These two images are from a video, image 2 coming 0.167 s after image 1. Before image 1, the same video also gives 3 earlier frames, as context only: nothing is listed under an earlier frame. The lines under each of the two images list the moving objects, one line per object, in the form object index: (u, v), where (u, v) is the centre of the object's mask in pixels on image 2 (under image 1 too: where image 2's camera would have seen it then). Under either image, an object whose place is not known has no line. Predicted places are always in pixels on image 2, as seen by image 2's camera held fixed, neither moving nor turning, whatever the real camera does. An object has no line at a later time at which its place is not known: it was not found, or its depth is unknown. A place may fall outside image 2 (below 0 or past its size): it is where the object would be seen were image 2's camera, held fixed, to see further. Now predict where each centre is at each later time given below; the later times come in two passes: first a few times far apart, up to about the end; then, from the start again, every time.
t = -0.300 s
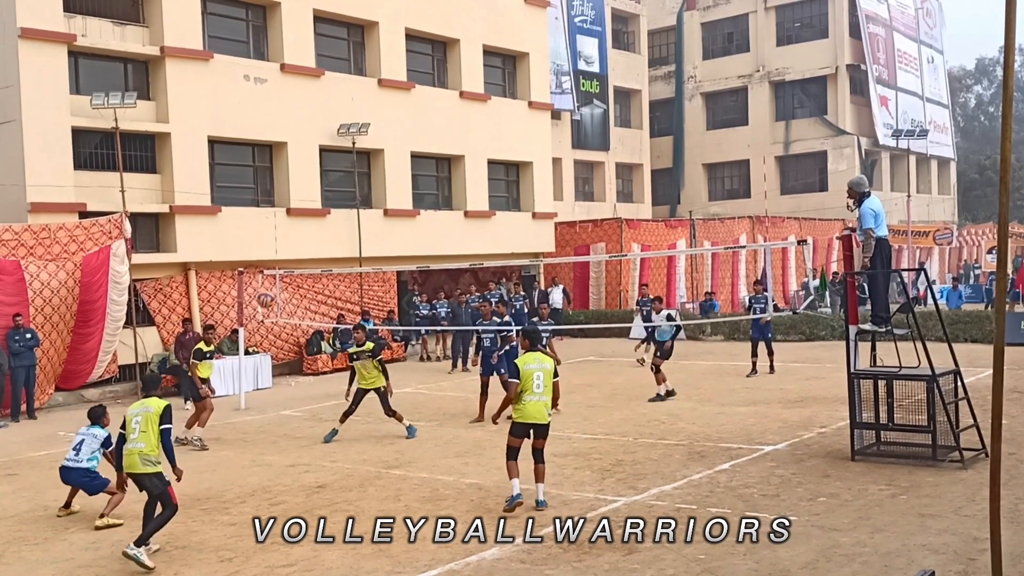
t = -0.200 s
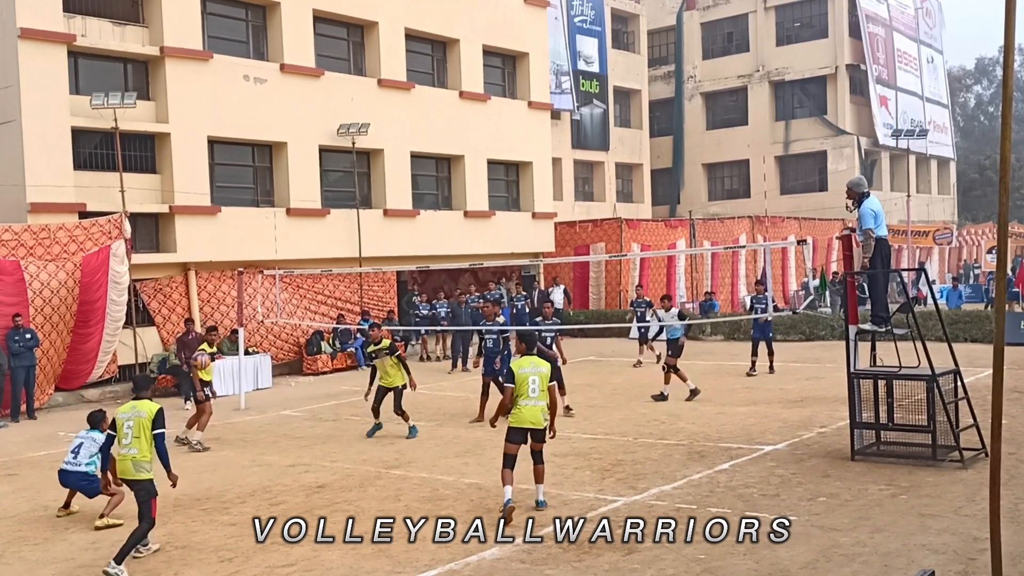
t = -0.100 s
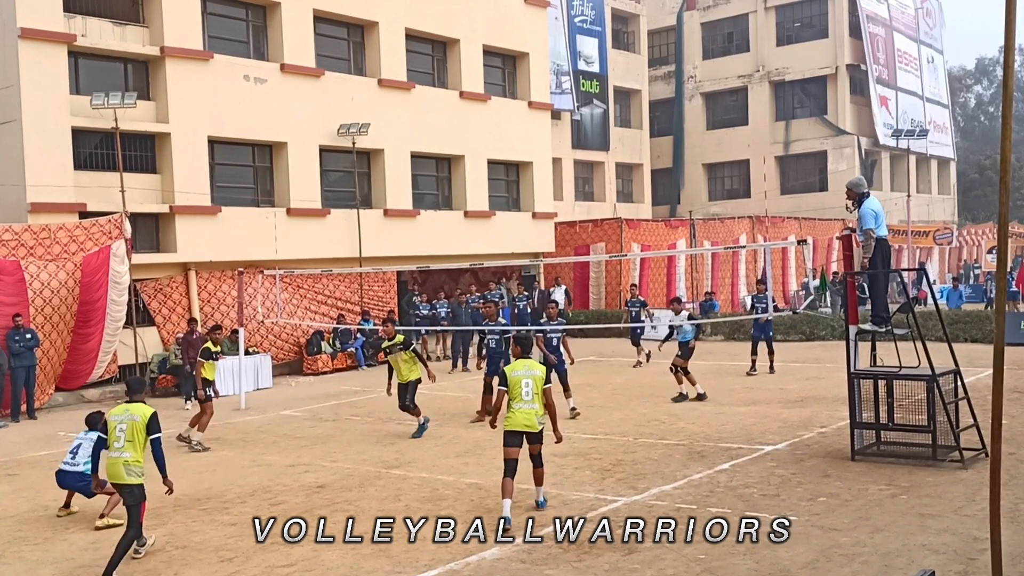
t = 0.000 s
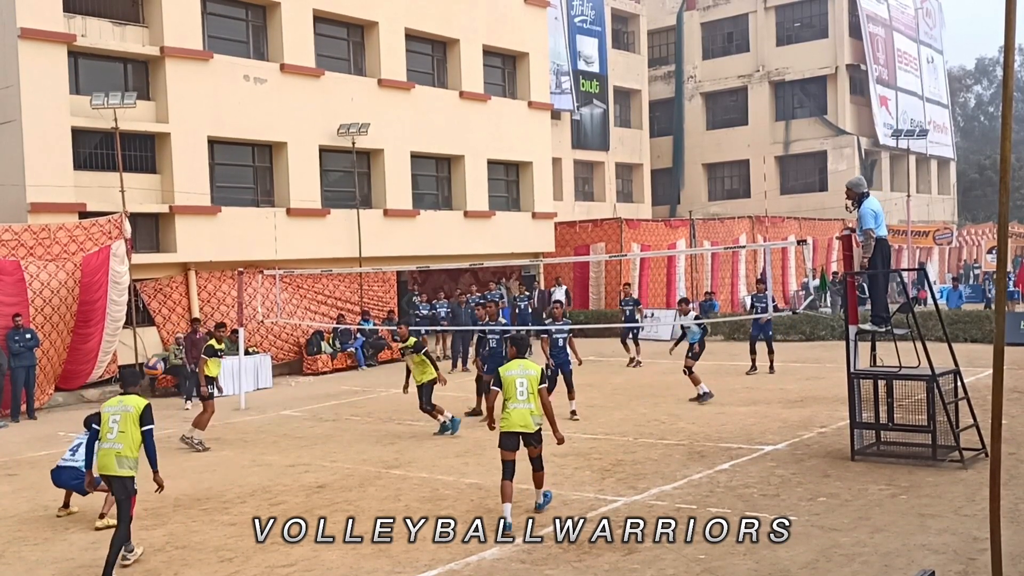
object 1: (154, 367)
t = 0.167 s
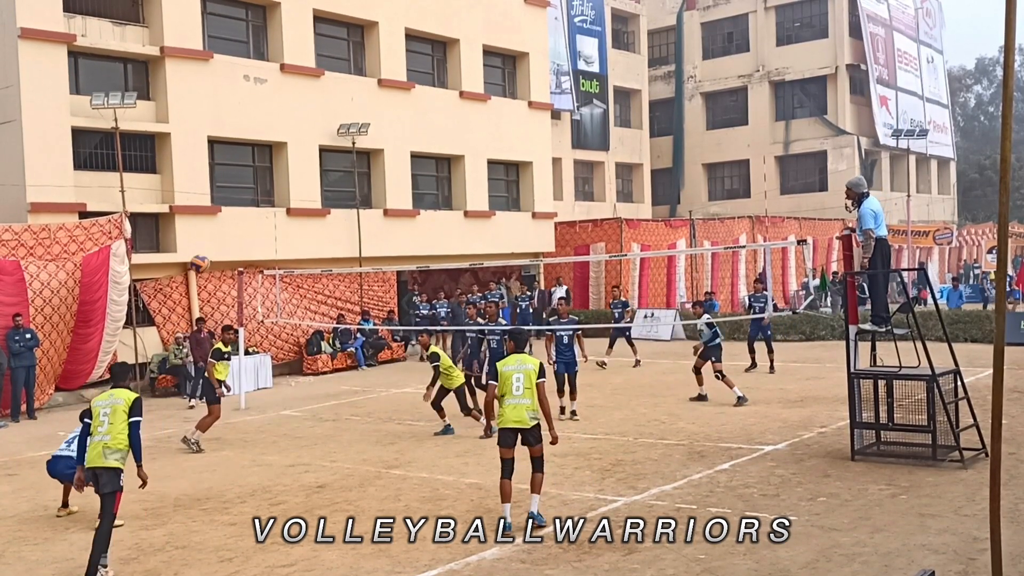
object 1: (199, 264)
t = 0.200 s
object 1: (208, 248)
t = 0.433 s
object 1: (266, 162)
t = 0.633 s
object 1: (311, 130)
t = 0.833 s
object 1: (355, 131)
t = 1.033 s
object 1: (397, 161)
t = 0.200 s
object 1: (208, 248)
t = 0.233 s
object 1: (217, 232)
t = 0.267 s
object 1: (225, 218)
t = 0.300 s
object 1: (234, 204)
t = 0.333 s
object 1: (242, 192)
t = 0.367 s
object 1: (250, 181)
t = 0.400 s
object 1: (258, 171)
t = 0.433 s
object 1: (266, 162)
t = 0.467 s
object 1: (274, 154)
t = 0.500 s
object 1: (281, 148)
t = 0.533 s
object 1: (289, 142)
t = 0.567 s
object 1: (297, 137)
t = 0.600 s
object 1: (304, 133)
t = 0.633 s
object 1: (311, 130)
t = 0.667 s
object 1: (319, 128)
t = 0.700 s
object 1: (326, 127)
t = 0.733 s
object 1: (333, 126)
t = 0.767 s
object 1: (341, 127)
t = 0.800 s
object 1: (348, 129)
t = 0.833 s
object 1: (355, 131)
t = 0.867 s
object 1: (362, 134)
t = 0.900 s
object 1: (370, 138)
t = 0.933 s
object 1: (376, 142)
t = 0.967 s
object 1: (384, 148)
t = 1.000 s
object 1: (390, 154)
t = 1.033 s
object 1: (397, 161)
